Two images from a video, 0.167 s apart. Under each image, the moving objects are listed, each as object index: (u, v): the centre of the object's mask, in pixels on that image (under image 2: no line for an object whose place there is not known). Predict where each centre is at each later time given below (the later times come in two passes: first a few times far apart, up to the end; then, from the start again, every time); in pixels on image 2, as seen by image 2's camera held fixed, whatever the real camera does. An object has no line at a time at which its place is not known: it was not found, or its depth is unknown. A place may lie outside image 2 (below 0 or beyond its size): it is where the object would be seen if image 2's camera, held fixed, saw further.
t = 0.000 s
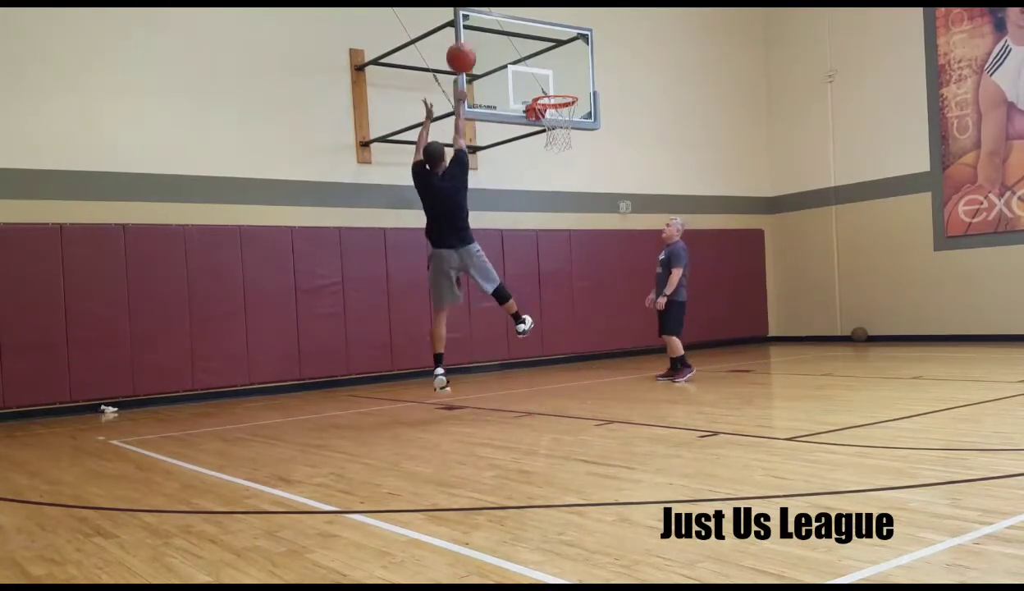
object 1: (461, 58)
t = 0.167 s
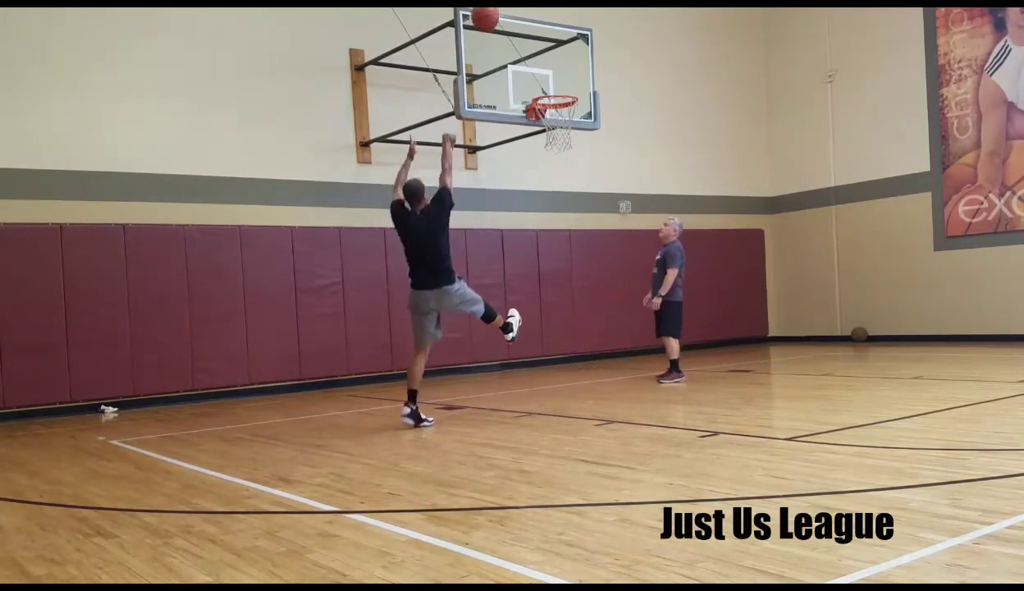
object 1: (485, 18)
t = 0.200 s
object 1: (489, 16)
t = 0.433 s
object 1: (520, 20)
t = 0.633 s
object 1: (545, 70)
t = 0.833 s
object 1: (554, 60)
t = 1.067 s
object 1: (561, 61)
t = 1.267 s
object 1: (564, 95)
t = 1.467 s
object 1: (537, 118)
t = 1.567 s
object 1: (536, 121)
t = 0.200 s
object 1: (489, 16)
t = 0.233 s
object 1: (494, 15)
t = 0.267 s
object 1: (499, 14)
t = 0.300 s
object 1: (503, 14)
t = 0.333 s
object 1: (507, 14)
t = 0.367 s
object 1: (512, 16)
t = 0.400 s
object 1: (516, 17)
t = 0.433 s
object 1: (520, 20)
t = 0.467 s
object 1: (525, 26)
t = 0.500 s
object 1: (529, 33)
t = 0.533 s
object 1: (533, 41)
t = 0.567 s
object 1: (537, 50)
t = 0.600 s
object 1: (541, 59)
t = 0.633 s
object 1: (545, 70)
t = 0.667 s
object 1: (549, 82)
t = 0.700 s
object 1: (551, 83)
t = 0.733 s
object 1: (552, 76)
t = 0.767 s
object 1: (552, 70)
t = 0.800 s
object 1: (553, 64)
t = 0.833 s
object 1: (554, 60)
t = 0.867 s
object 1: (555, 58)
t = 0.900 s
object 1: (556, 56)
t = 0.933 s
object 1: (557, 55)
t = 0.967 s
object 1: (558, 55)
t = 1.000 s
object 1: (559, 56)
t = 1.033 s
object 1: (560, 58)
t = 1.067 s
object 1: (561, 61)
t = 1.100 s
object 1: (562, 66)
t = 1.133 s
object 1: (564, 71)
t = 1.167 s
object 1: (565, 78)
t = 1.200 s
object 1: (566, 84)
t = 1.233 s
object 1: (567, 93)
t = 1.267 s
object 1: (564, 95)
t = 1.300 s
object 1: (559, 97)
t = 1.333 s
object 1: (554, 101)
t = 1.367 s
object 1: (548, 107)
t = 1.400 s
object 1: (544, 110)
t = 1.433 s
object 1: (540, 115)
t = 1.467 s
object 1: (537, 118)
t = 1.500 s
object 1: (536, 119)
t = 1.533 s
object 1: (536, 120)
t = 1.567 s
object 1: (536, 121)
